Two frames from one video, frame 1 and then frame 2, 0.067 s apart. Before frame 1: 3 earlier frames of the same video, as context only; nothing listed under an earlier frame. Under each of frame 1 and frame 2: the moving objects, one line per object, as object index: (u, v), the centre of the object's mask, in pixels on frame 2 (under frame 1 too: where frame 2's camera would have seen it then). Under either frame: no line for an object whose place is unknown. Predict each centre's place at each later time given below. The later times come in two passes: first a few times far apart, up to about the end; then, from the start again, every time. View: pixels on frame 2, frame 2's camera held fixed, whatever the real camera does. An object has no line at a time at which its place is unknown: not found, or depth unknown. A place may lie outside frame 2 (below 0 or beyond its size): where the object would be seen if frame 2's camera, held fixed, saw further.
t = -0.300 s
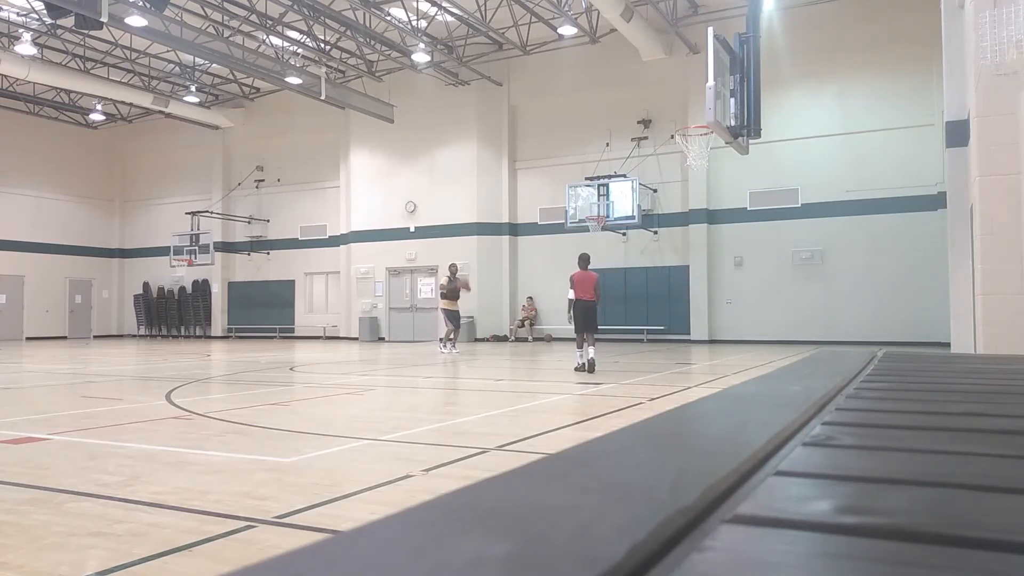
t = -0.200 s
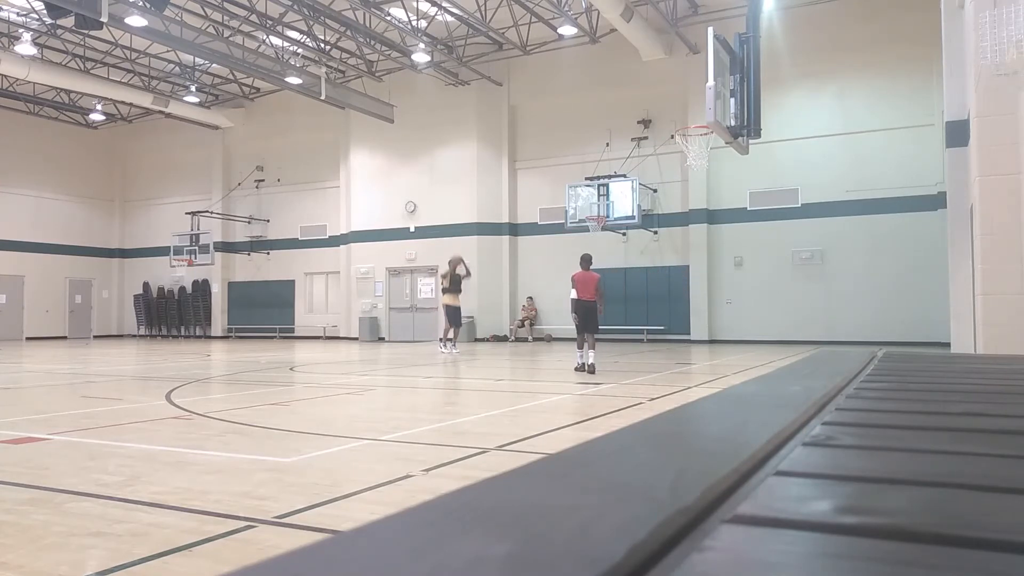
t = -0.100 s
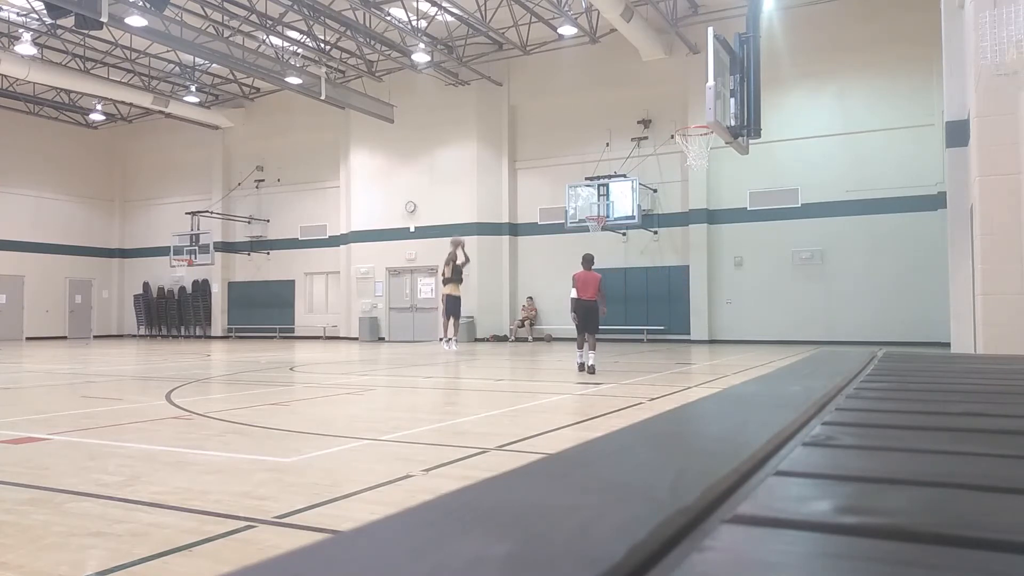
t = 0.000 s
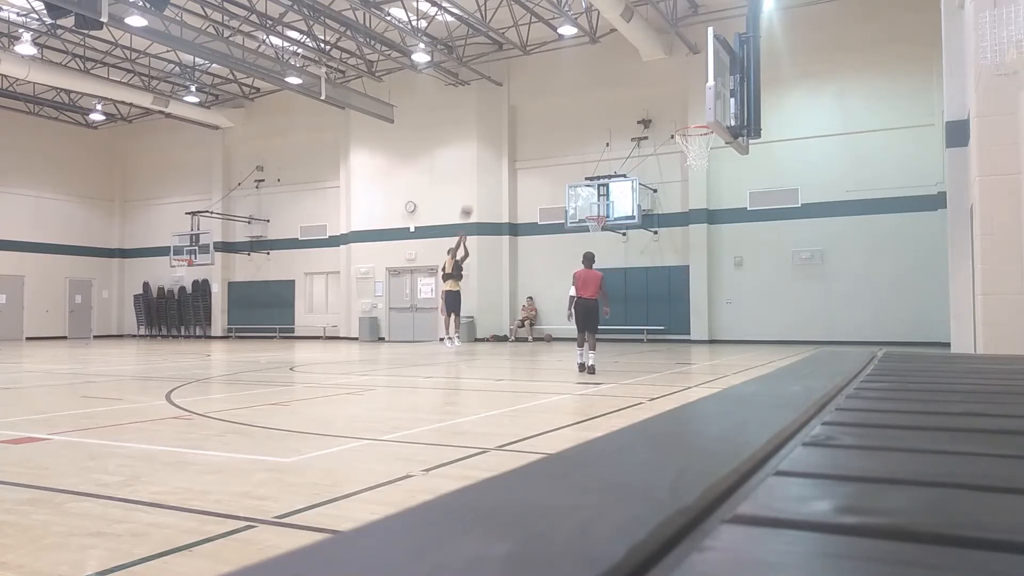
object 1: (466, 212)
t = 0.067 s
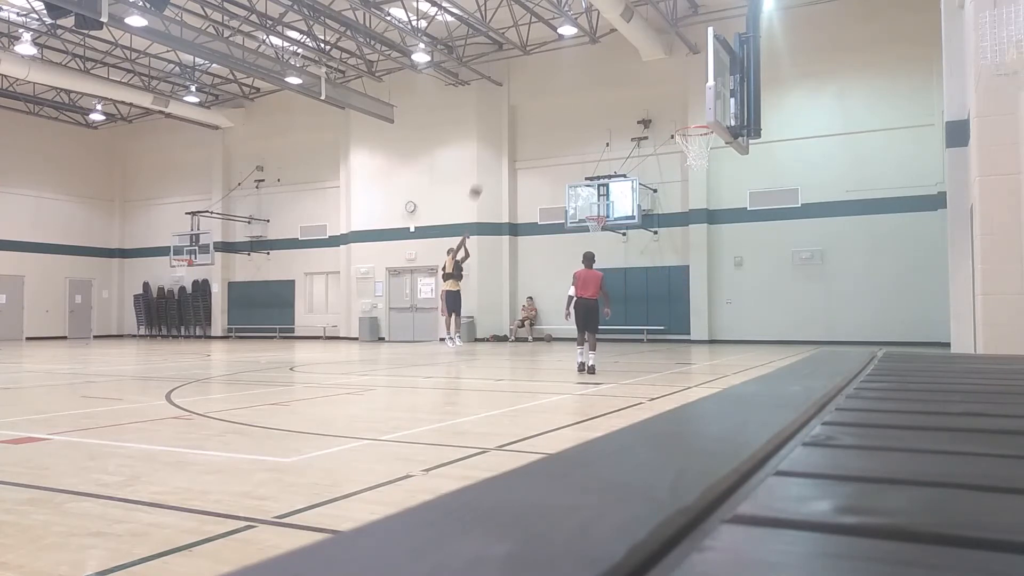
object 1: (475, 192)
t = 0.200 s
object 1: (495, 155)
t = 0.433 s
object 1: (533, 105)
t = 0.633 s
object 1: (571, 81)
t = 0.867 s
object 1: (624, 80)
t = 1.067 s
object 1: (680, 113)
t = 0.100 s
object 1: (480, 183)
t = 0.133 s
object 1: (485, 172)
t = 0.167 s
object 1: (490, 164)
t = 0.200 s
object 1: (495, 155)
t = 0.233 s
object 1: (500, 147)
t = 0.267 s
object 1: (505, 140)
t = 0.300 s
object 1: (511, 132)
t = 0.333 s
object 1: (517, 125)
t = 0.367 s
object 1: (522, 118)
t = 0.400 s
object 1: (528, 111)
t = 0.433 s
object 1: (533, 105)
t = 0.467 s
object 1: (539, 99)
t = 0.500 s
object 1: (544, 95)
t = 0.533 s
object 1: (551, 91)
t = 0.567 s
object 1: (557, 87)
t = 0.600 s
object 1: (564, 84)
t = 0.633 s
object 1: (571, 81)
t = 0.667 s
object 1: (578, 79)
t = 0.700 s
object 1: (586, 78)
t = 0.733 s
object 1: (593, 77)
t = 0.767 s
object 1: (600, 77)
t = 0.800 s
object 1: (608, 77)
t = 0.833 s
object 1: (616, 78)
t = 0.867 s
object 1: (624, 80)
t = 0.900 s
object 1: (633, 83)
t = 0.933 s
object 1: (642, 87)
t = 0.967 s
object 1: (651, 92)
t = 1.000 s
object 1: (661, 98)
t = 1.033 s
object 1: (670, 104)
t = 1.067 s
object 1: (680, 113)
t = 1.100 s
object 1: (691, 120)
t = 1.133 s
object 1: (700, 132)
